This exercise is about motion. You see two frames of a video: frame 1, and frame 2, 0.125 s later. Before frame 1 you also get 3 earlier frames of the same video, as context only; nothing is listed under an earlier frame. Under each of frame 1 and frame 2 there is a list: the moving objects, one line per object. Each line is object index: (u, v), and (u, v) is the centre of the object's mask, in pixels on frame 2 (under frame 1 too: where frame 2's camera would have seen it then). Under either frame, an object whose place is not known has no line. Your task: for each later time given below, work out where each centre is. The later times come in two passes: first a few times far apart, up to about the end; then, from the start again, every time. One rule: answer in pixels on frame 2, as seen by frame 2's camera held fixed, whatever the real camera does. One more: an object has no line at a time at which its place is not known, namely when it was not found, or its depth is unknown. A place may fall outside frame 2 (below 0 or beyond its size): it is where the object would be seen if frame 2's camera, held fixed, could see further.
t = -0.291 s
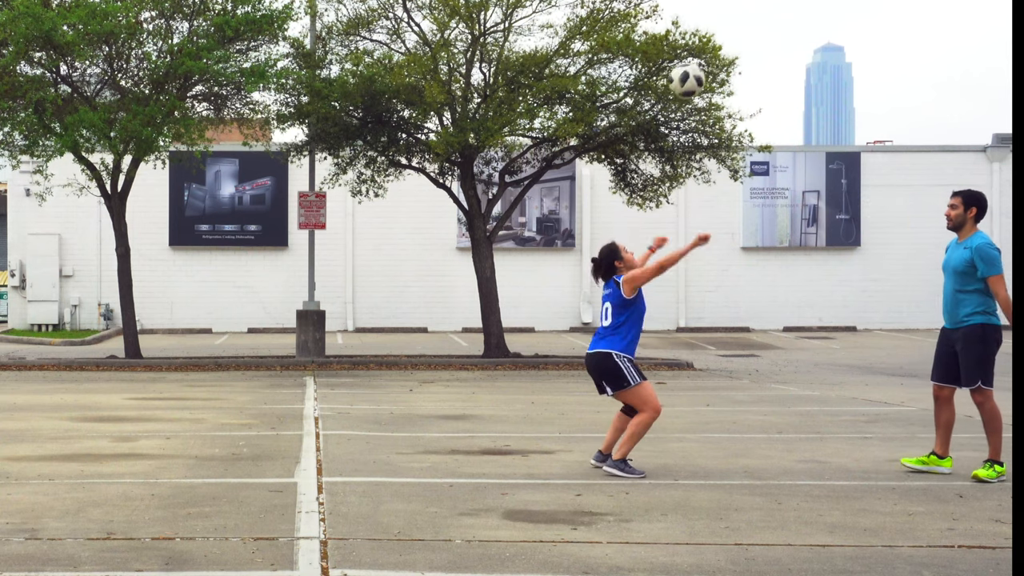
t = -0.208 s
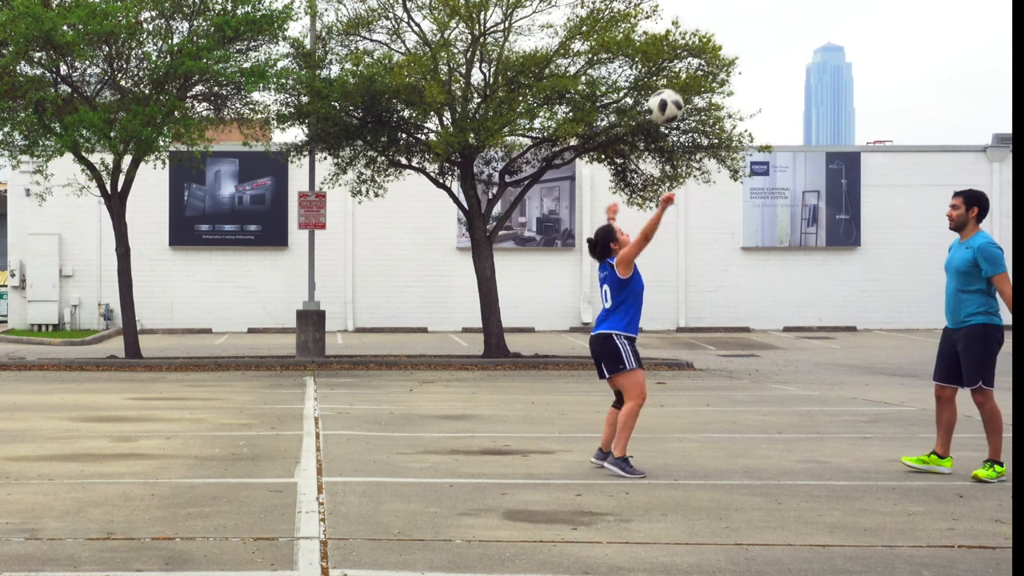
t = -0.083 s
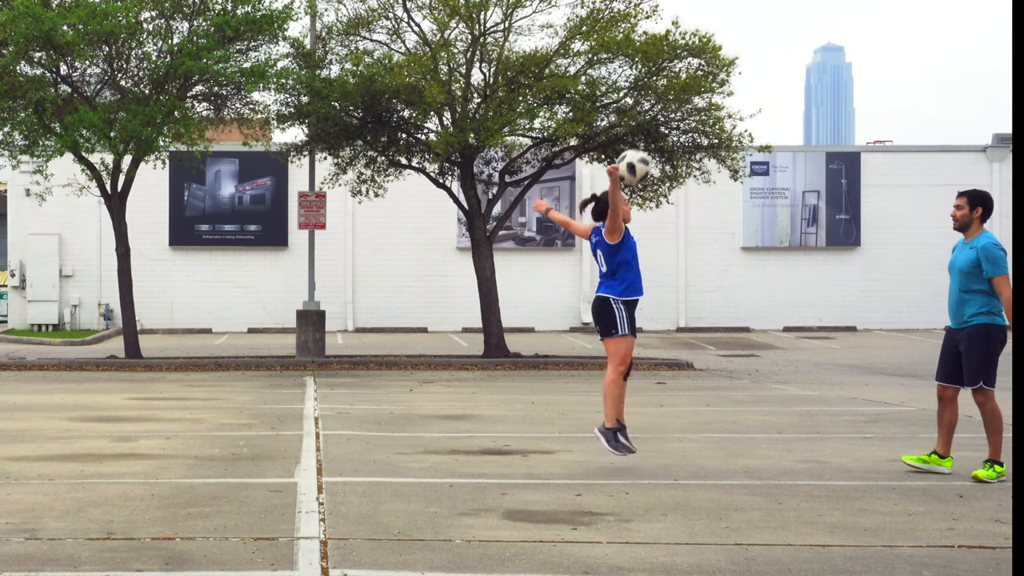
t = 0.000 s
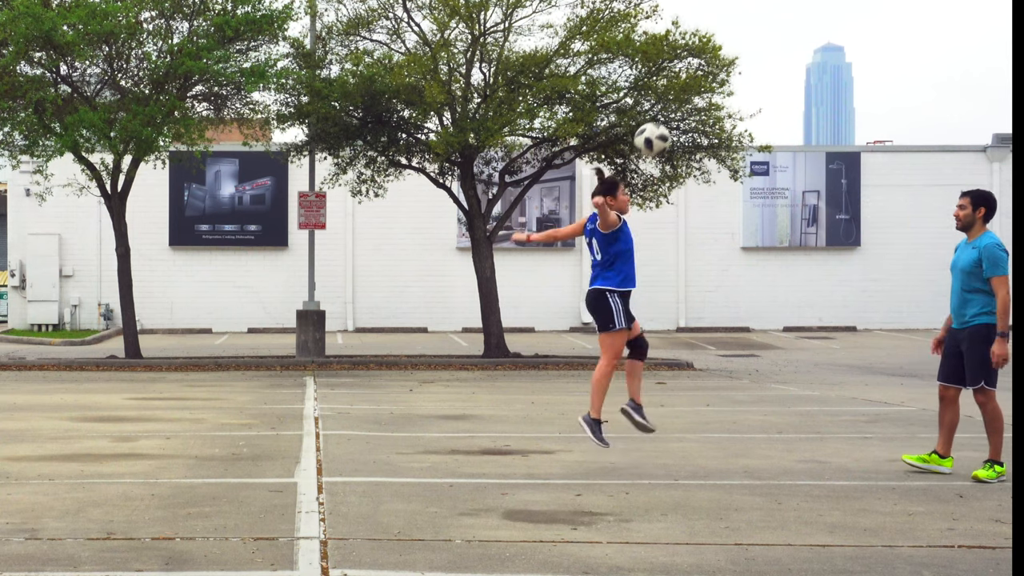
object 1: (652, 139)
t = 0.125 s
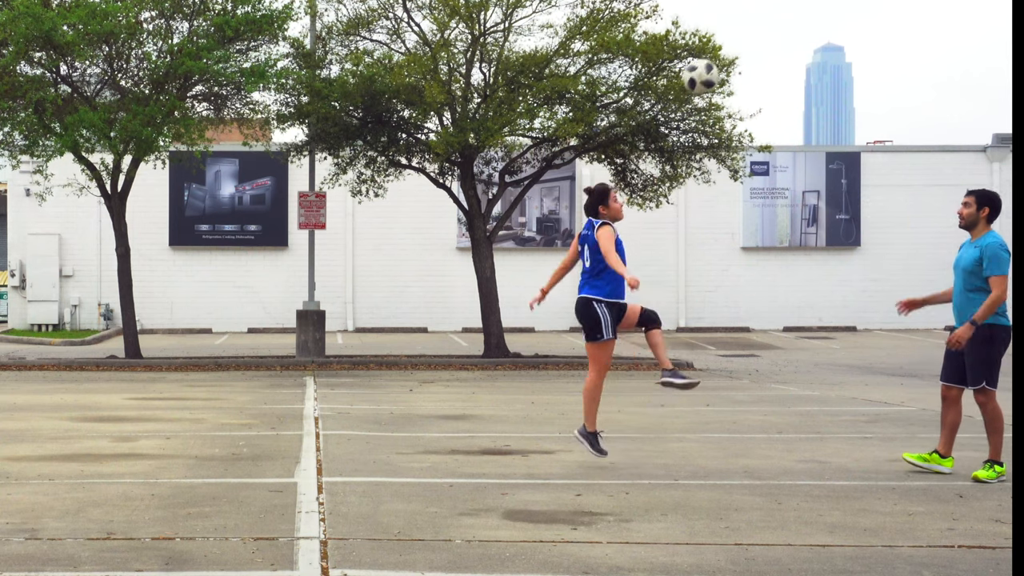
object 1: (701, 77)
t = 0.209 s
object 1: (733, 47)
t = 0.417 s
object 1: (815, 18)
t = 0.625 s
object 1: (898, 61)
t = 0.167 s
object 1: (717, 61)
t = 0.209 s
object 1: (733, 47)
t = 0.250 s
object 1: (750, 36)
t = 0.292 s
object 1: (766, 27)
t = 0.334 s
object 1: (783, 22)
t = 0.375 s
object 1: (799, 18)
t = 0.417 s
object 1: (815, 18)
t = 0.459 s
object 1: (832, 21)
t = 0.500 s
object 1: (848, 28)
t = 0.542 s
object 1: (865, 36)
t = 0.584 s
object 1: (881, 46)
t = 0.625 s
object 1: (898, 61)
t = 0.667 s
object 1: (914, 78)
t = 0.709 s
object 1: (931, 98)
